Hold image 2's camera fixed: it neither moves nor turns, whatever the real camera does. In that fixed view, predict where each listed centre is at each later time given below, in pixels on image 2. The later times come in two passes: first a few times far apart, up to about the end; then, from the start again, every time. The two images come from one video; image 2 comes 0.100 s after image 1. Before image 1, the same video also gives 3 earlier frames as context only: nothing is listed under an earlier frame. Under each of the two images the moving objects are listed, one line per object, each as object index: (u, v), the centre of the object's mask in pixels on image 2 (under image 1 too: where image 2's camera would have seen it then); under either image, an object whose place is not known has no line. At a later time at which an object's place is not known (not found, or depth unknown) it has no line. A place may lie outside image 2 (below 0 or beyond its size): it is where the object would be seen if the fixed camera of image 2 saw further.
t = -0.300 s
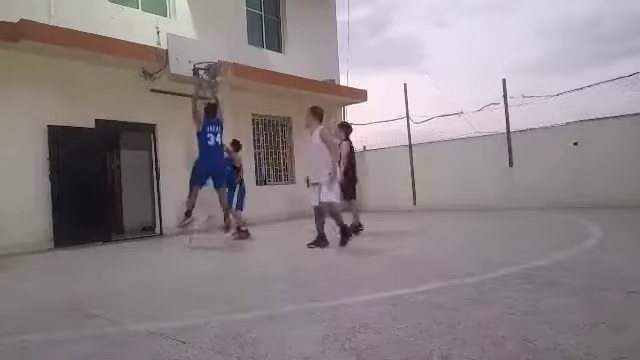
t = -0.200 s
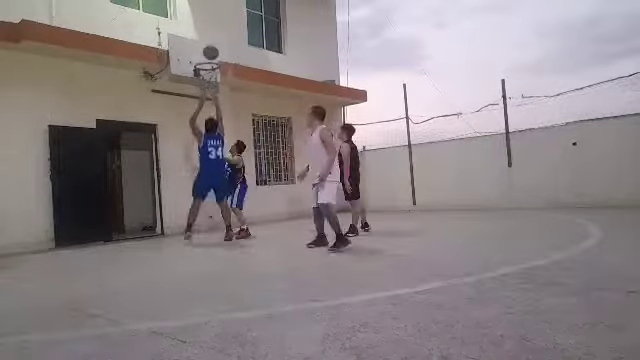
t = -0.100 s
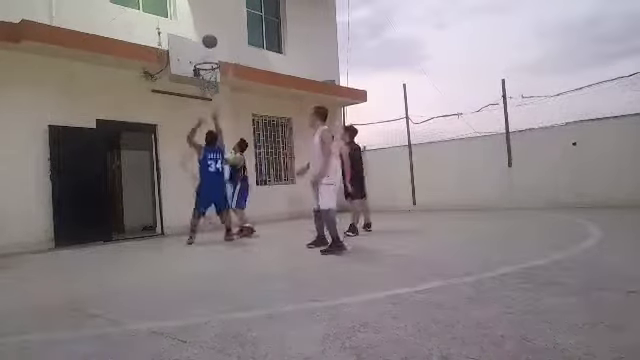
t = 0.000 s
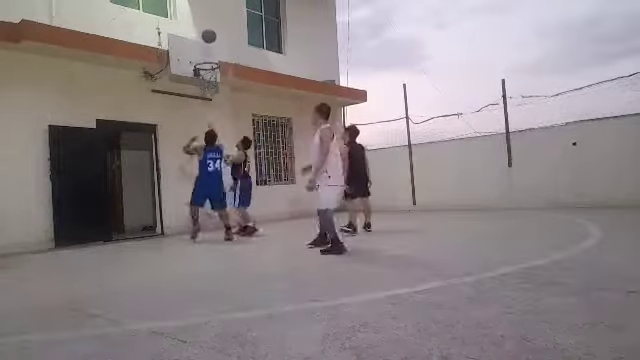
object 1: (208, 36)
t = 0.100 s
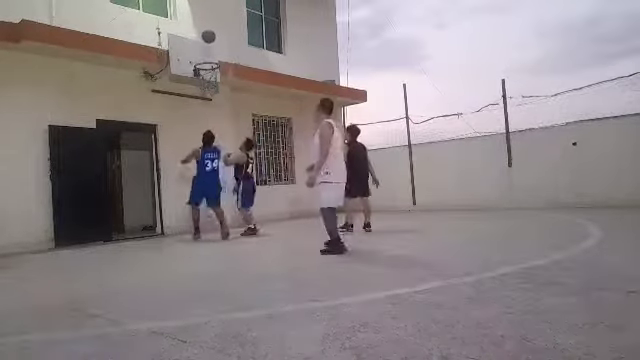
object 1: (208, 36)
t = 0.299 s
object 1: (208, 52)
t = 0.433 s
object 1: (206, 63)
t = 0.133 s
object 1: (208, 38)
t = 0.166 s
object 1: (208, 39)
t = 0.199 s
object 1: (208, 42)
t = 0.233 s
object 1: (208, 45)
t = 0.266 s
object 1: (208, 48)
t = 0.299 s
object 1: (208, 52)
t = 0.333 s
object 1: (208, 57)
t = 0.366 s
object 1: (208, 61)
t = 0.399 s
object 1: (208, 63)
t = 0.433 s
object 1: (206, 63)
